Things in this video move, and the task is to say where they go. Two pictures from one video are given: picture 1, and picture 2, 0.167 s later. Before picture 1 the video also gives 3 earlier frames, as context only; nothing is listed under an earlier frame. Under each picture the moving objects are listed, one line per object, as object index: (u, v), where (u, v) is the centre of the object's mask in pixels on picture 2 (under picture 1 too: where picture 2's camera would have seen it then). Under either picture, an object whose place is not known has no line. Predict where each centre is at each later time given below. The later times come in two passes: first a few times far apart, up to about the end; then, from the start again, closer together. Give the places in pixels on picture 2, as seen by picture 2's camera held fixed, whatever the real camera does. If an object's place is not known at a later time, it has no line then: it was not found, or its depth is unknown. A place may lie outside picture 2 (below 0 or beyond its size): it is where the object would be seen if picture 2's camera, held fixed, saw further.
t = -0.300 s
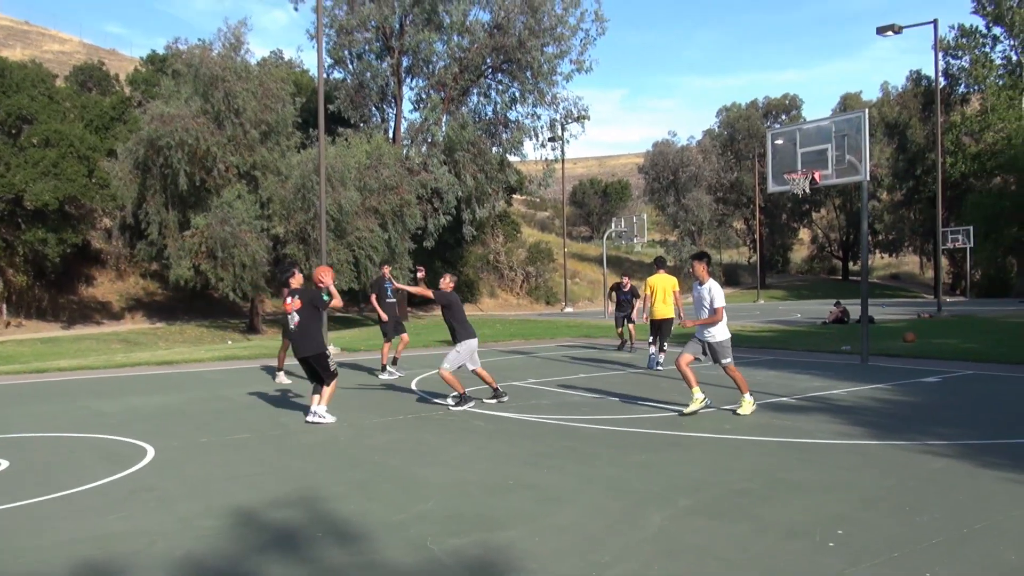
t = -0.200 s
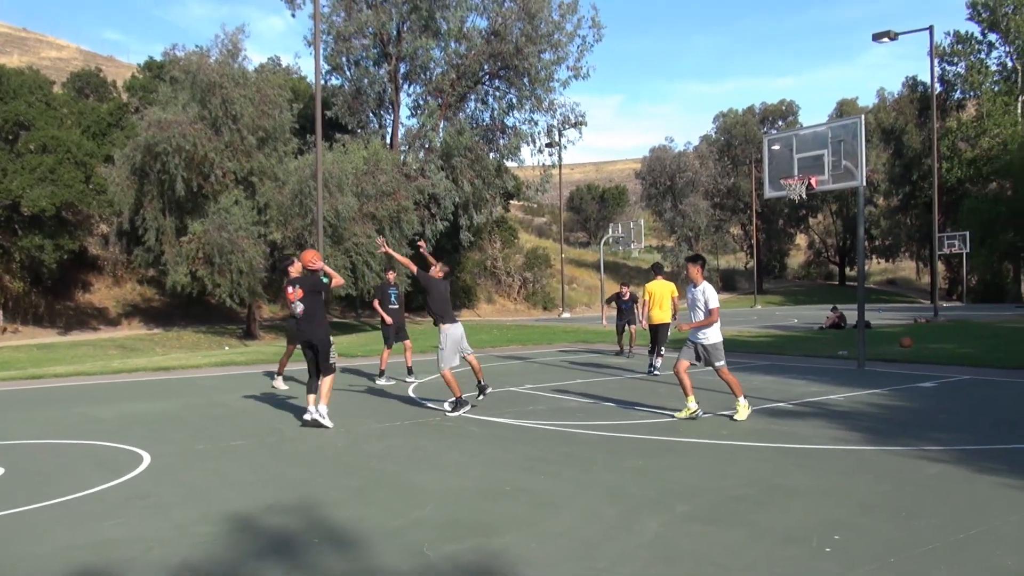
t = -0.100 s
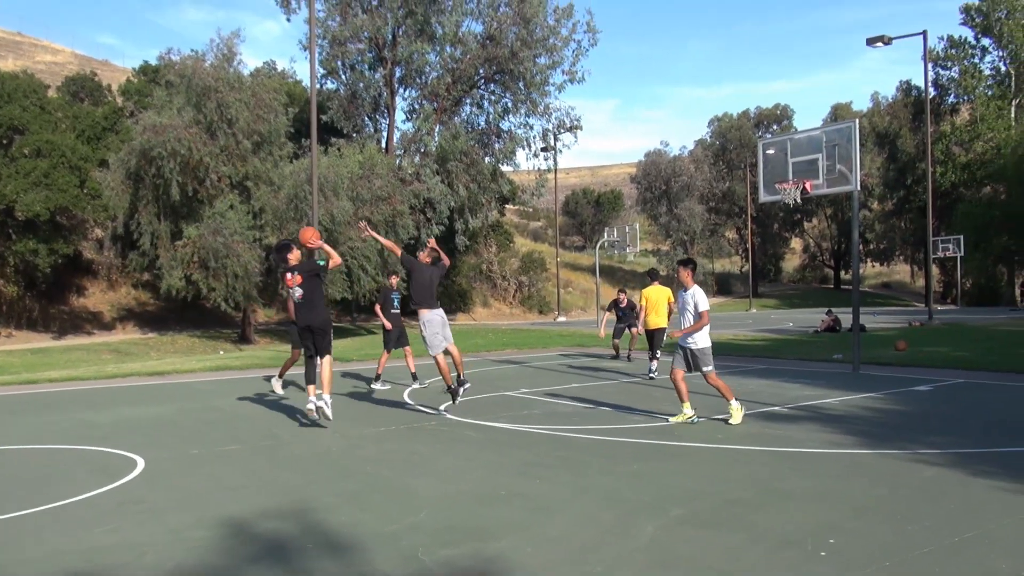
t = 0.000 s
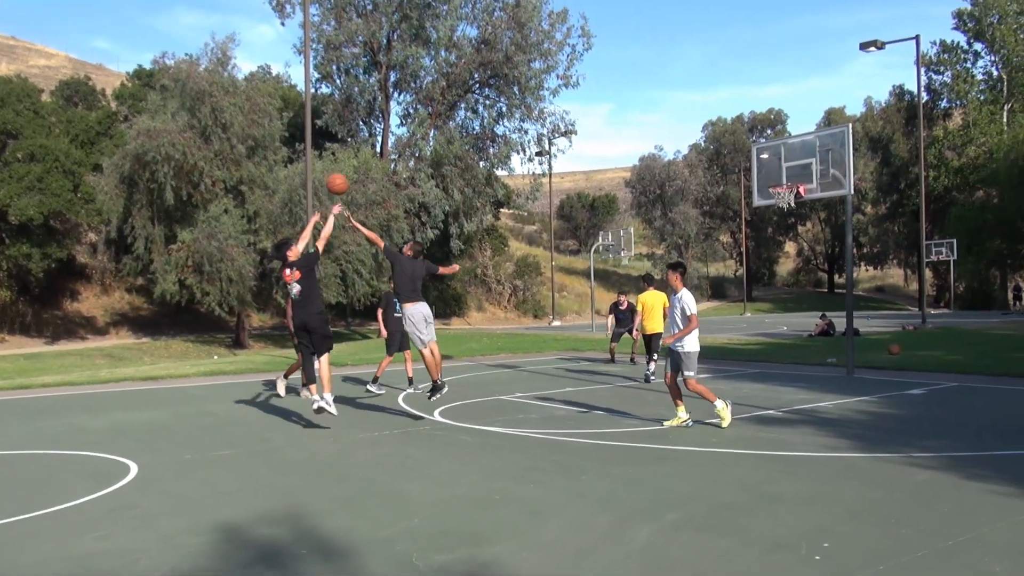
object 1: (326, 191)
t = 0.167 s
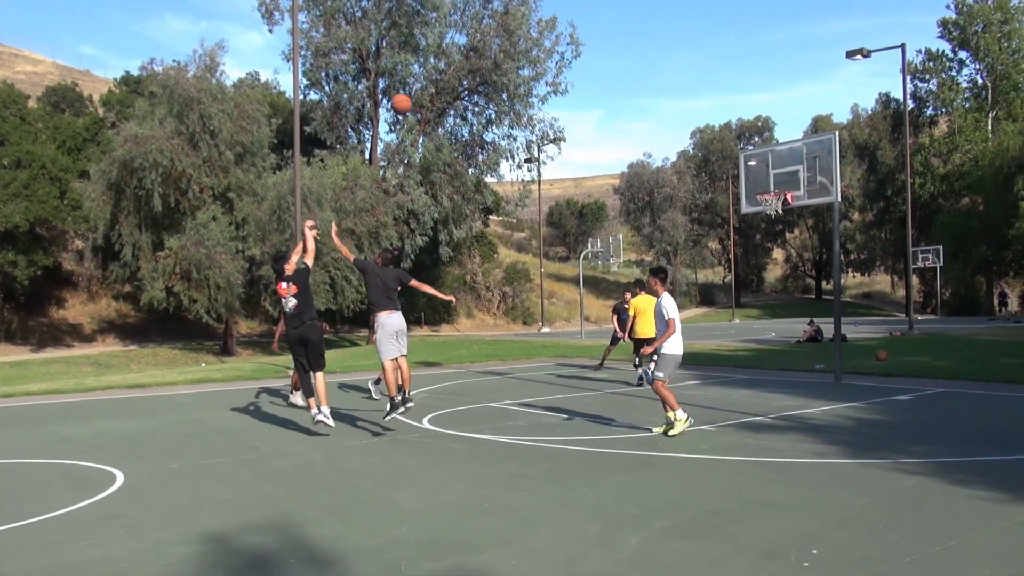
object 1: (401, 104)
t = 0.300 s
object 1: (455, 57)
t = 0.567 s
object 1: (552, 13)
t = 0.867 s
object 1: (645, 30)
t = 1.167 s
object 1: (726, 103)
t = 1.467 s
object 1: (769, 166)
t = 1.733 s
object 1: (722, 102)
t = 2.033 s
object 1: (671, 81)
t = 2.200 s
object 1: (641, 95)
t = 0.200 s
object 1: (415, 90)
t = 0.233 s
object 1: (429, 78)
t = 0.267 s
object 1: (442, 67)
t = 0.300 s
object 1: (455, 57)
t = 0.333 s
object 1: (468, 48)
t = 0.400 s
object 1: (493, 33)
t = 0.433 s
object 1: (505, 27)
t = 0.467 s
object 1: (517, 23)
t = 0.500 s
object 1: (529, 19)
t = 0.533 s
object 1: (540, 16)
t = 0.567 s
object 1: (552, 13)
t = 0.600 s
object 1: (563, 12)
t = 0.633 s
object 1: (574, 12)
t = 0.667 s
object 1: (585, 12)
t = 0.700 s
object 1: (595, 13)
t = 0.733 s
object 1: (606, 15)
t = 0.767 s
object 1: (616, 18)
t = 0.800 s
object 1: (626, 22)
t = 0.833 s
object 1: (635, 25)
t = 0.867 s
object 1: (645, 30)
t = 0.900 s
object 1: (654, 36)
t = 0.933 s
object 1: (664, 43)
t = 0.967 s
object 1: (673, 50)
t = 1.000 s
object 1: (682, 57)
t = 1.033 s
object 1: (691, 65)
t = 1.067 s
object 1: (700, 73)
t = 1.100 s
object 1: (709, 83)
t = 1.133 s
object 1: (717, 93)
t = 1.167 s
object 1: (726, 103)
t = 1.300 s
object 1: (758, 150)
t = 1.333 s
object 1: (767, 163)
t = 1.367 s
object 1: (774, 176)
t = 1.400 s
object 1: (781, 186)
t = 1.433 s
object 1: (775, 177)
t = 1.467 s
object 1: (769, 166)
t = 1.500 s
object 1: (764, 155)
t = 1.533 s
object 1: (757, 146)
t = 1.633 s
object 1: (740, 121)
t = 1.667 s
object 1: (734, 114)
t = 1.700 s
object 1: (728, 108)
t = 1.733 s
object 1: (722, 102)
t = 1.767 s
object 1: (717, 96)
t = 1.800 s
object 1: (711, 92)
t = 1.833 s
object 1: (705, 89)
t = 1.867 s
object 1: (699, 86)
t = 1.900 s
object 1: (693, 83)
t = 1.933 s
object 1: (688, 81)
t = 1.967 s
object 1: (682, 81)
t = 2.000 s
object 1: (676, 81)
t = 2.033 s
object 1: (671, 81)
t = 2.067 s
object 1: (665, 82)
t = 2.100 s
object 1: (659, 84)
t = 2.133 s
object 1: (653, 87)
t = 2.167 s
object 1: (647, 90)
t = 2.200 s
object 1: (641, 95)
